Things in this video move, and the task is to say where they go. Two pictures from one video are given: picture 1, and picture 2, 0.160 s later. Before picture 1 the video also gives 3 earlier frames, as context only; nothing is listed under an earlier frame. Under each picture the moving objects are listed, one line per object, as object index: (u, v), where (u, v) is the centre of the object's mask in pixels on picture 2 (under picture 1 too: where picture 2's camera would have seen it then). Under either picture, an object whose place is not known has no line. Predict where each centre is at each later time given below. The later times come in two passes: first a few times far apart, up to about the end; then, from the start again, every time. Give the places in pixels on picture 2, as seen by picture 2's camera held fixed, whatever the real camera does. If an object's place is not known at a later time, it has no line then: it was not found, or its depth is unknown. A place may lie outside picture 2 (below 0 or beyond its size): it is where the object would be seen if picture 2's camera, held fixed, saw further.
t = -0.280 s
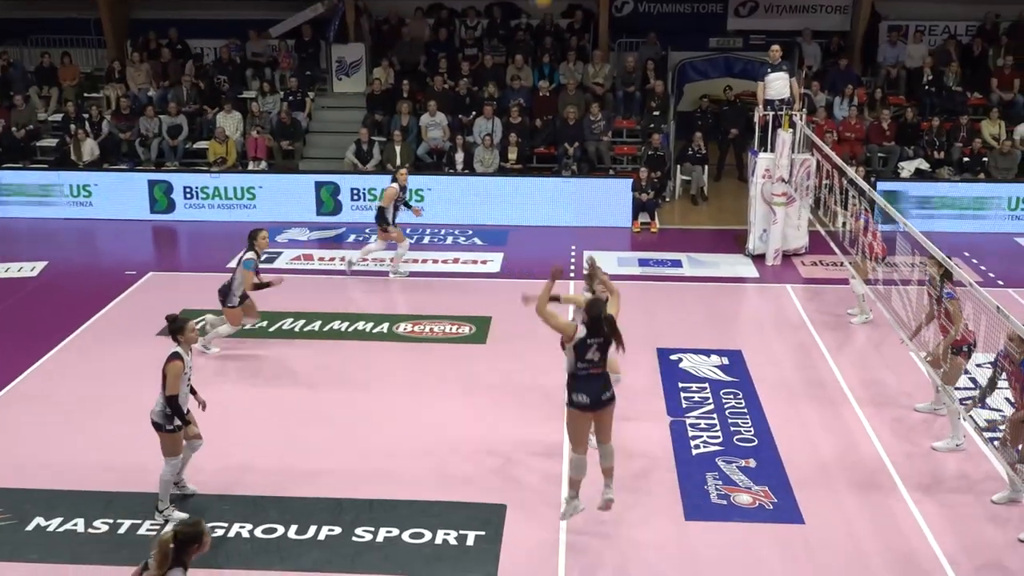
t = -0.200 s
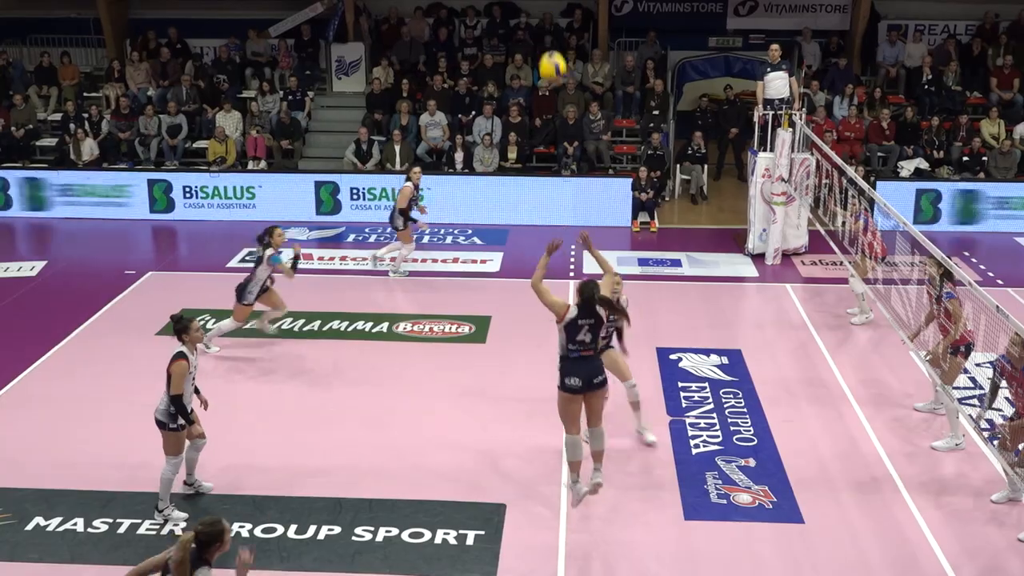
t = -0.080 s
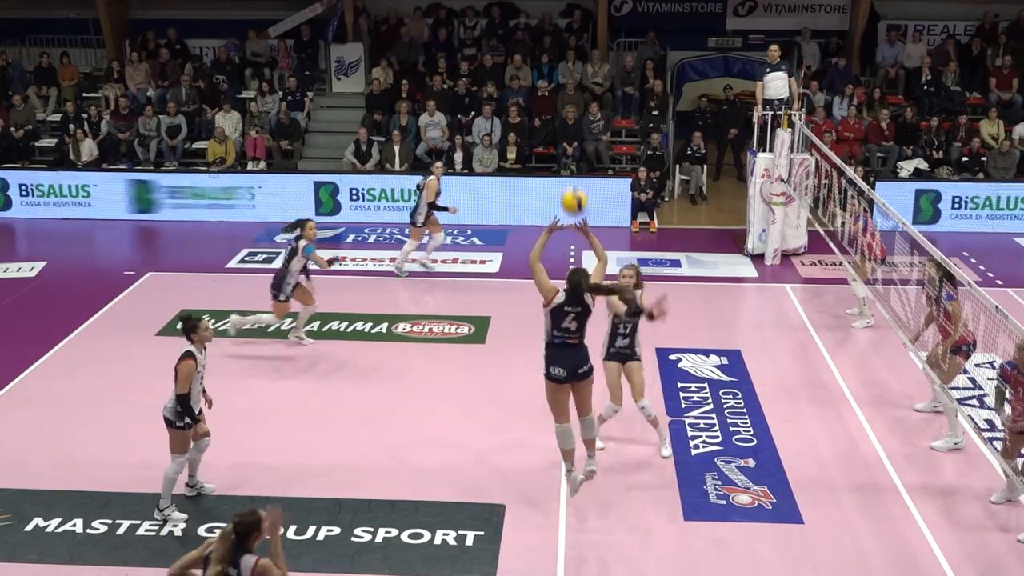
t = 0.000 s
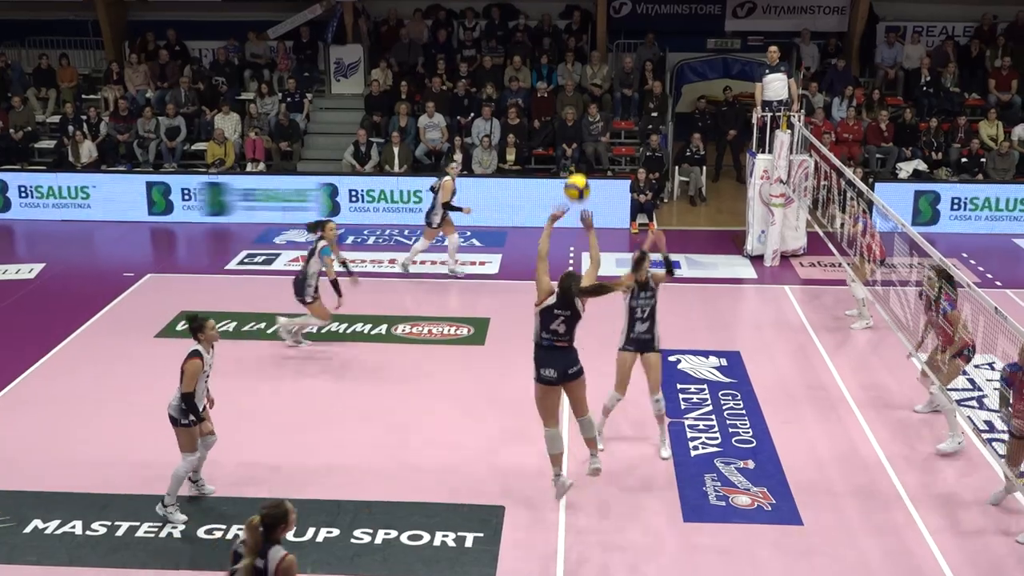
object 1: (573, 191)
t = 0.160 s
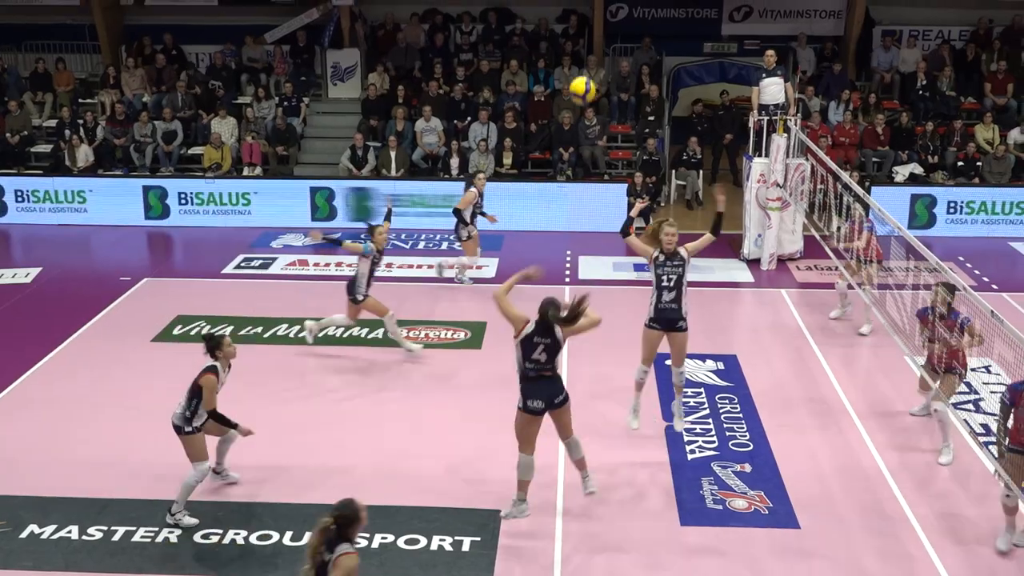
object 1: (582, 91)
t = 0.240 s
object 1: (585, 54)
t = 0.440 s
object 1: (593, 5)
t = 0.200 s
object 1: (584, 70)
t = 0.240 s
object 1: (585, 54)
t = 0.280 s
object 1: (587, 40)
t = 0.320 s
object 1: (589, 28)
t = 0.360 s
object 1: (590, 18)
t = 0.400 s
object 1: (591, 10)
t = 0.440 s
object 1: (593, 5)
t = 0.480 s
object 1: (594, 2)
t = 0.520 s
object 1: (595, 0)
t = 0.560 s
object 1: (596, -1)
